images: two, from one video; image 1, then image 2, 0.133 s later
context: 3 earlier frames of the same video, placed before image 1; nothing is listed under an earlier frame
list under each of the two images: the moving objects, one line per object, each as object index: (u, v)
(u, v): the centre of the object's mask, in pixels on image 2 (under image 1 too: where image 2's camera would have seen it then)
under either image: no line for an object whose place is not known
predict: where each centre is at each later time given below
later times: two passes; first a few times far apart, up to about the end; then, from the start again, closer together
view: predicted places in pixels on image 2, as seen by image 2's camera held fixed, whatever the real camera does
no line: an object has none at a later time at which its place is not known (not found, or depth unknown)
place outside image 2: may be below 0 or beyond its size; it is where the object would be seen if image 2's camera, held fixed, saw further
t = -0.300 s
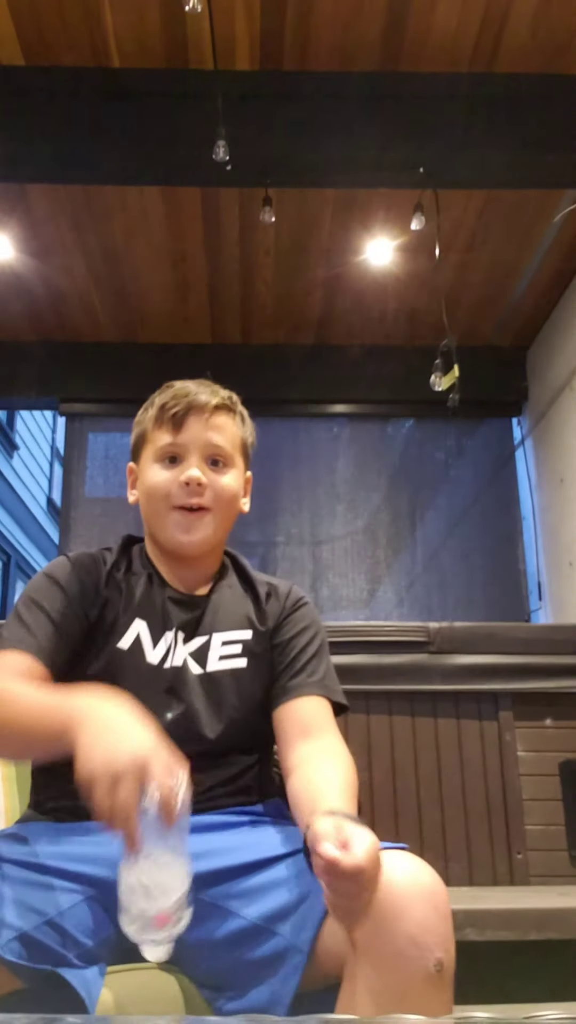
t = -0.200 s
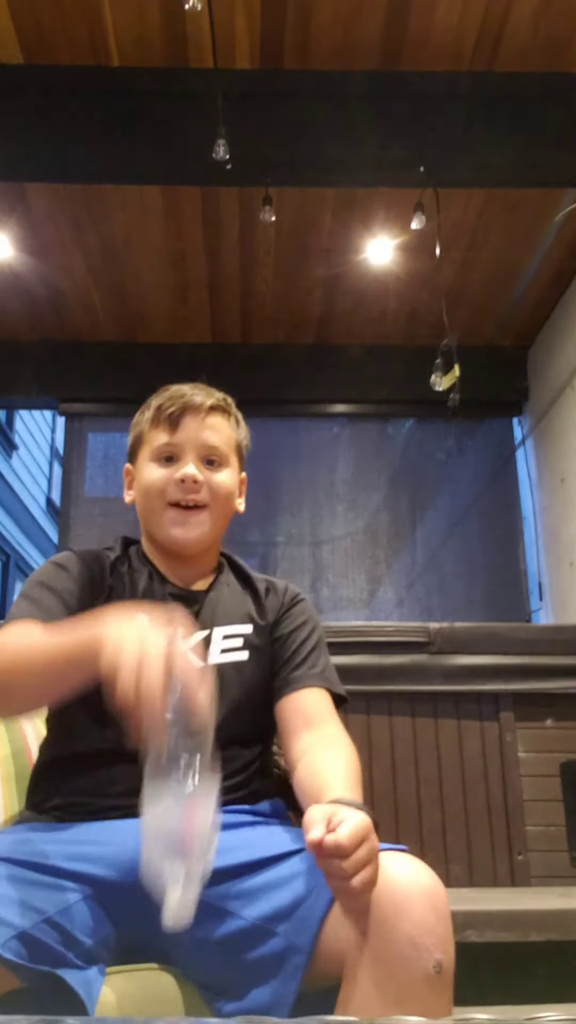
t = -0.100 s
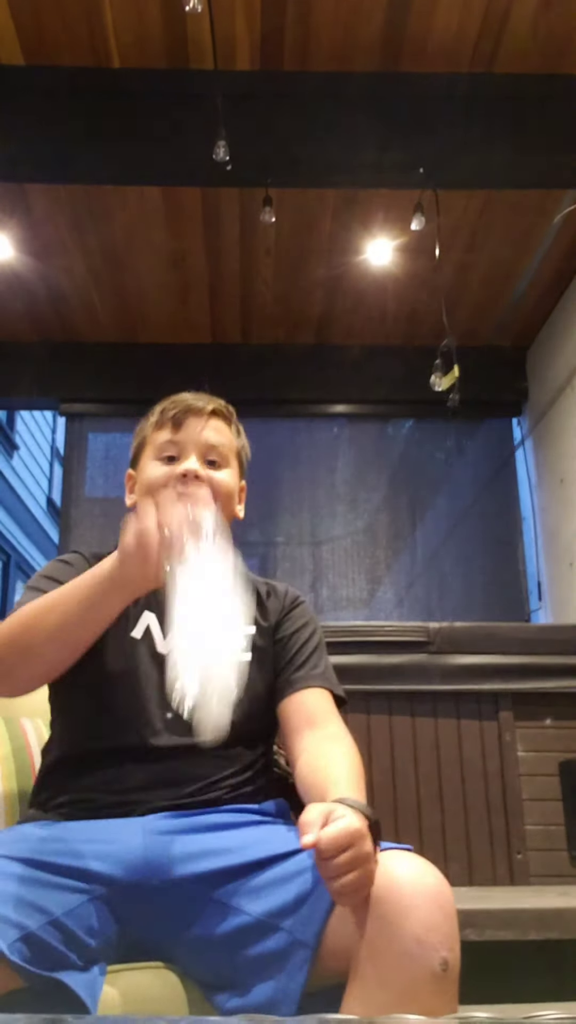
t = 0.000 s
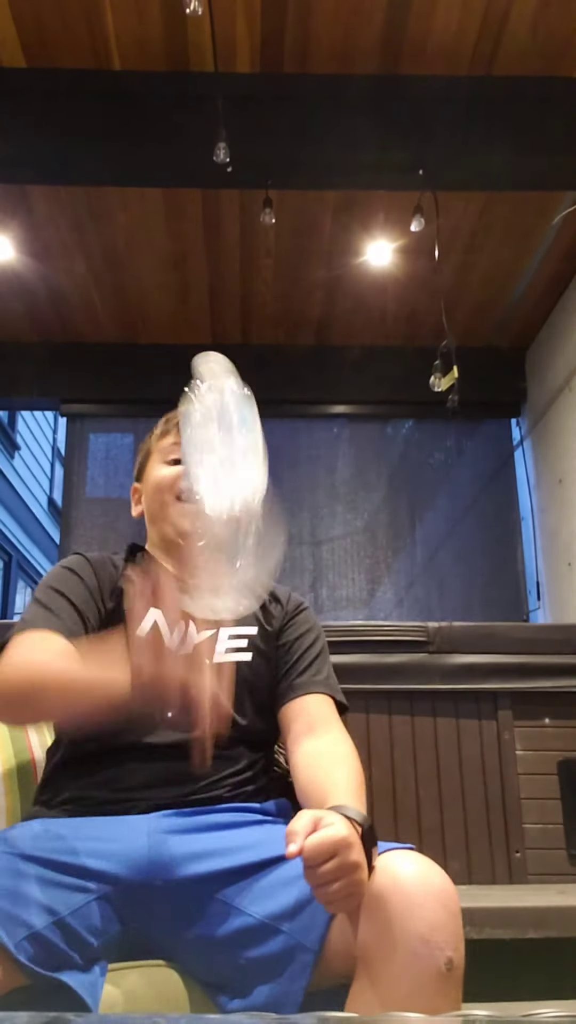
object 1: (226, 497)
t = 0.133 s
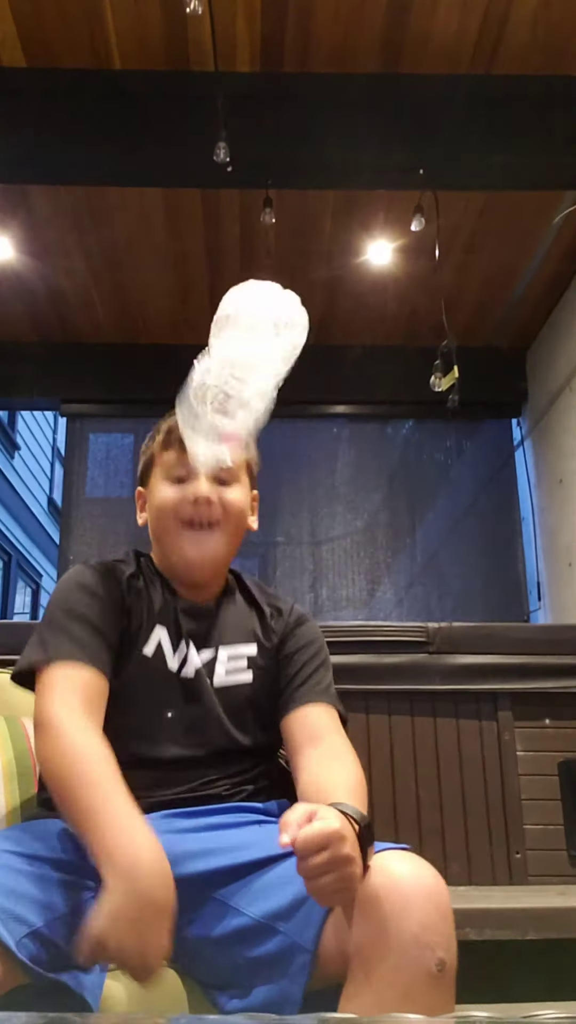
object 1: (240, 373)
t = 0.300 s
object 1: (248, 639)
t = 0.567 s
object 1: (249, 858)
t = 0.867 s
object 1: (261, 857)
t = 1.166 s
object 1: (249, 859)
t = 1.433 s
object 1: (252, 856)
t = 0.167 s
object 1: (242, 394)
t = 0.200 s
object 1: (244, 429)
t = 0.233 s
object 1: (246, 479)
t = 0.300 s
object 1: (248, 639)
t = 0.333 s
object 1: (250, 777)
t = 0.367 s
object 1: (253, 858)
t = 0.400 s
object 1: (256, 857)
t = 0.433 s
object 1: (251, 859)
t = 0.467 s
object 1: (248, 860)
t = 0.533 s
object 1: (249, 858)
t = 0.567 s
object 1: (249, 858)
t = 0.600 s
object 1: (247, 858)
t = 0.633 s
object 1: (249, 857)
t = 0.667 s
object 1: (254, 856)
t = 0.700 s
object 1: (258, 857)
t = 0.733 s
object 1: (260, 857)
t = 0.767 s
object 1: (261, 857)
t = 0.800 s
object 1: (262, 857)
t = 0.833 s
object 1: (262, 857)
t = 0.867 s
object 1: (261, 857)
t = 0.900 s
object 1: (259, 857)
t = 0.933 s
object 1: (257, 857)
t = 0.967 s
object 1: (255, 856)
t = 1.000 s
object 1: (252, 856)
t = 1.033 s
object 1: (248, 857)
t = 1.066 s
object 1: (247, 857)
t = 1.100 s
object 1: (248, 857)
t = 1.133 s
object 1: (248, 858)
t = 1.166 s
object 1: (249, 859)
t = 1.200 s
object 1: (251, 860)
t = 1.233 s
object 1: (252, 860)
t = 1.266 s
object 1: (253, 859)
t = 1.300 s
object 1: (253, 858)
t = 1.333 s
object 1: (253, 857)
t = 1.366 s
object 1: (252, 856)
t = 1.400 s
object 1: (252, 856)
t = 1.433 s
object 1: (252, 856)
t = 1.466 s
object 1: (251, 855)
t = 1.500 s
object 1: (252, 857)
